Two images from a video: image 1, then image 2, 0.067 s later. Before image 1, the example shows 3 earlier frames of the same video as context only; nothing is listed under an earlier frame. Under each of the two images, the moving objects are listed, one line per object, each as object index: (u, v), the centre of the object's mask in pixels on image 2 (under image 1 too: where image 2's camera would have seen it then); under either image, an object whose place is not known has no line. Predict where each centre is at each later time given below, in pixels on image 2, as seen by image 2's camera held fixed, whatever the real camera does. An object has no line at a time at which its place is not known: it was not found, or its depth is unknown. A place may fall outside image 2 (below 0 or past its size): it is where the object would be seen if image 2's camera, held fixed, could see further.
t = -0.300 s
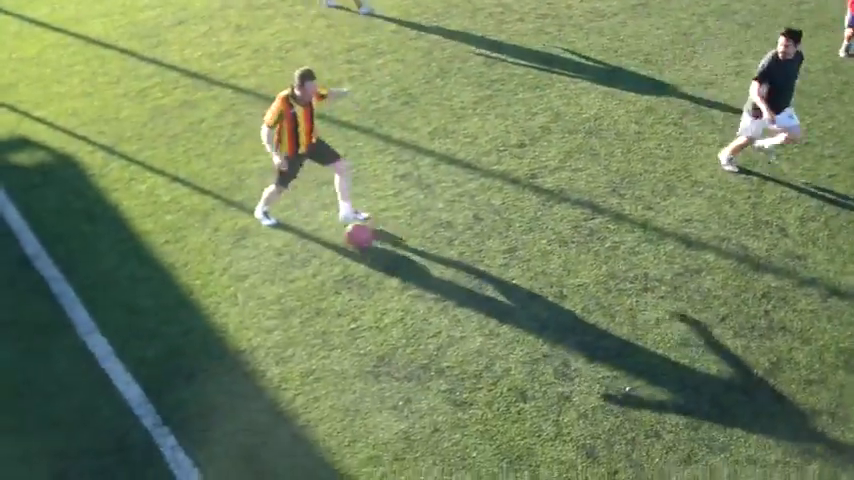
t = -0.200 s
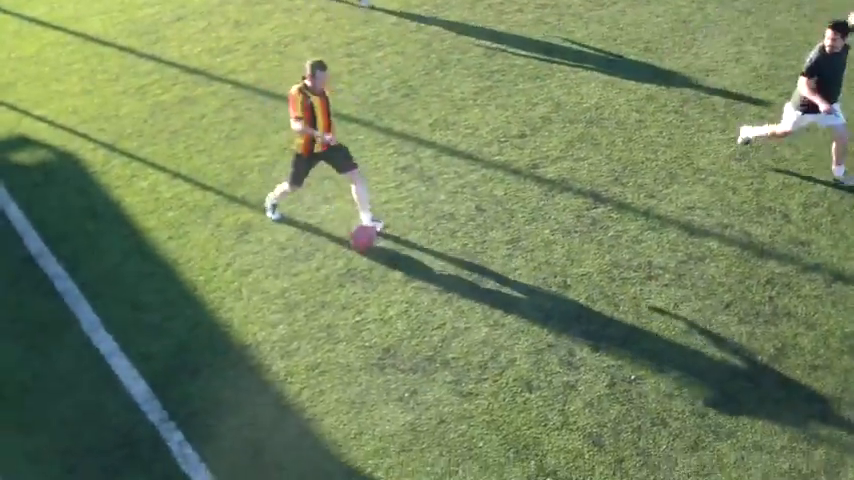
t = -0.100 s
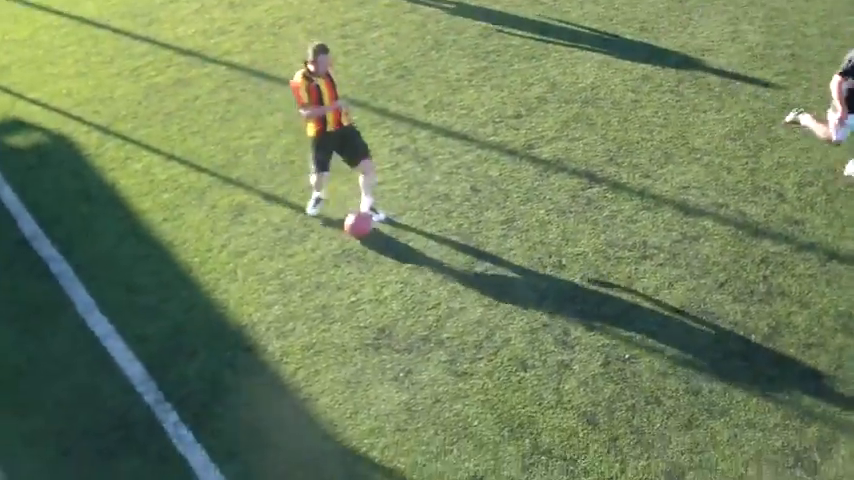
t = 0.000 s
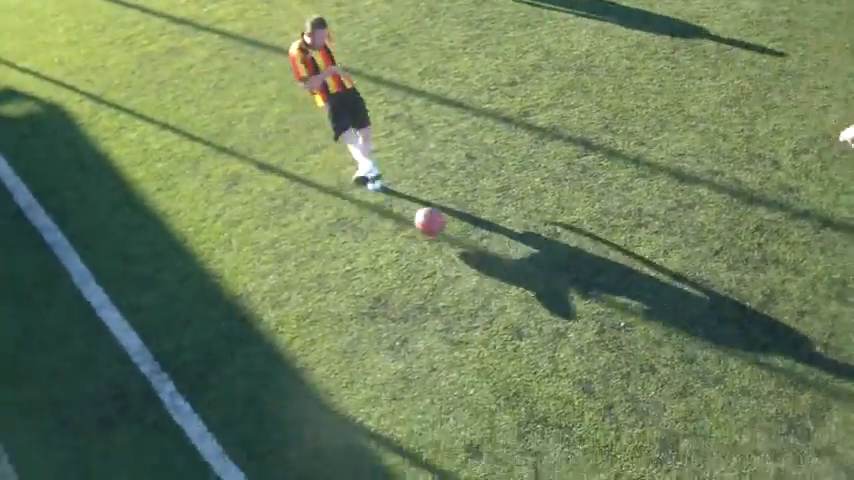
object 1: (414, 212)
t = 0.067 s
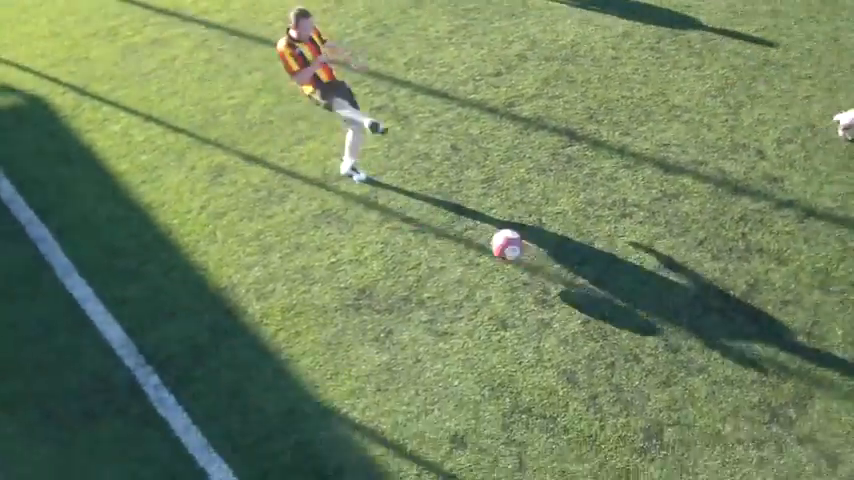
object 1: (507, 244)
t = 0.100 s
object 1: (558, 265)
